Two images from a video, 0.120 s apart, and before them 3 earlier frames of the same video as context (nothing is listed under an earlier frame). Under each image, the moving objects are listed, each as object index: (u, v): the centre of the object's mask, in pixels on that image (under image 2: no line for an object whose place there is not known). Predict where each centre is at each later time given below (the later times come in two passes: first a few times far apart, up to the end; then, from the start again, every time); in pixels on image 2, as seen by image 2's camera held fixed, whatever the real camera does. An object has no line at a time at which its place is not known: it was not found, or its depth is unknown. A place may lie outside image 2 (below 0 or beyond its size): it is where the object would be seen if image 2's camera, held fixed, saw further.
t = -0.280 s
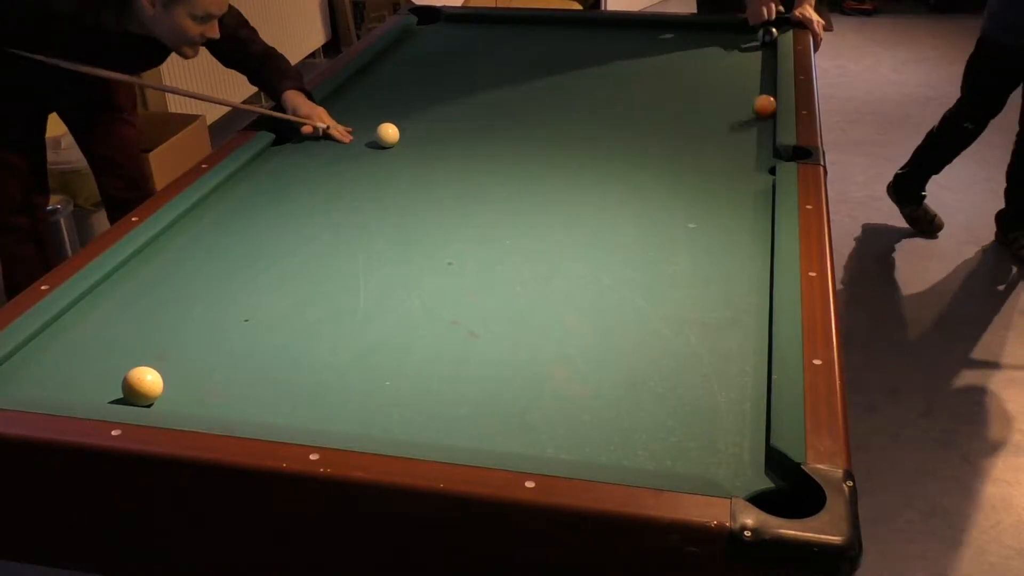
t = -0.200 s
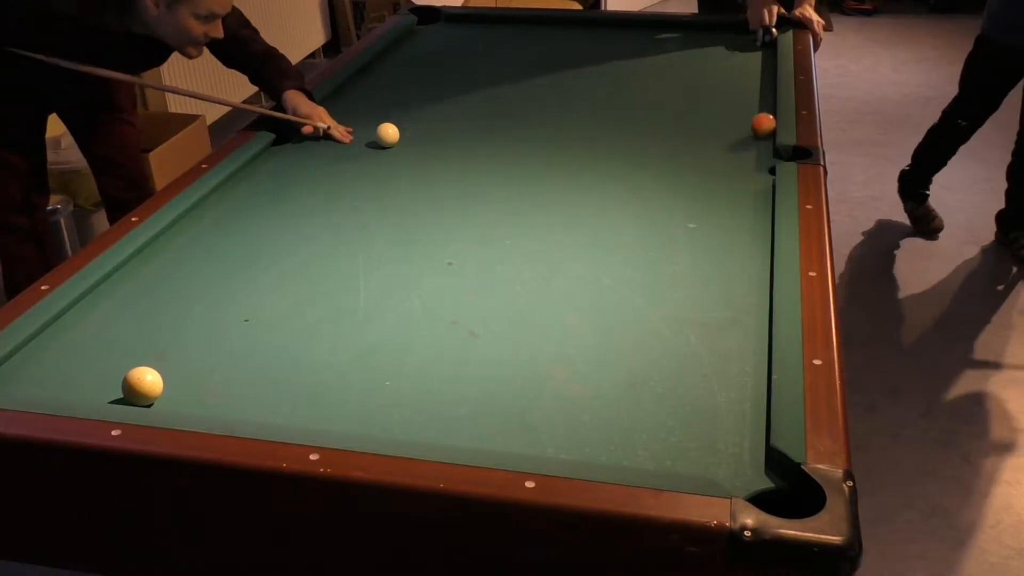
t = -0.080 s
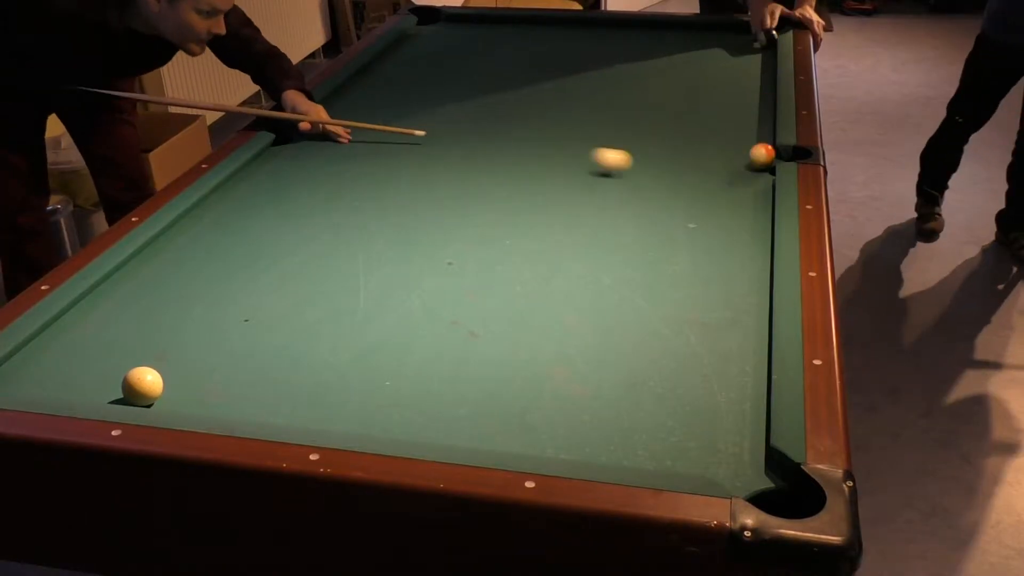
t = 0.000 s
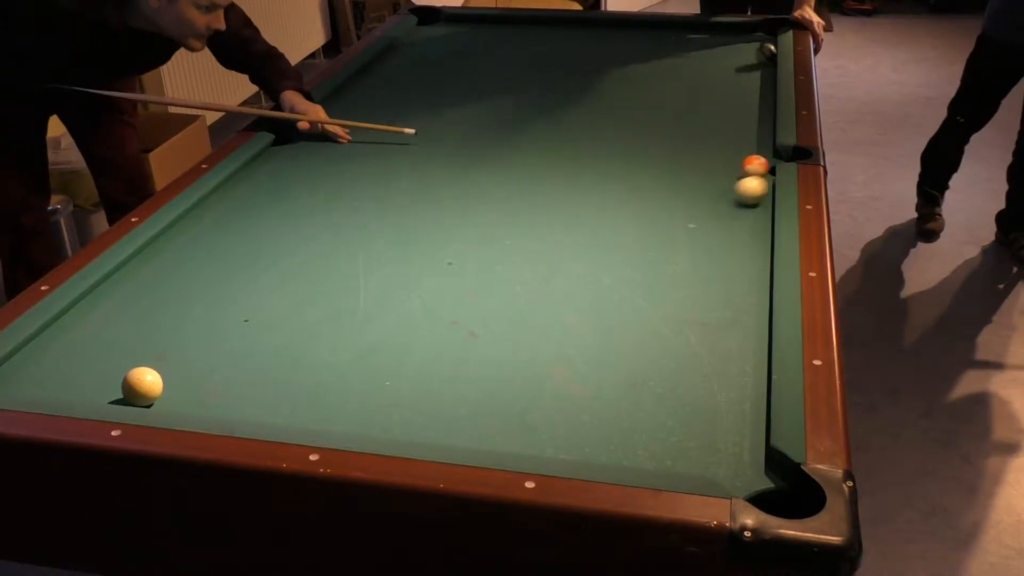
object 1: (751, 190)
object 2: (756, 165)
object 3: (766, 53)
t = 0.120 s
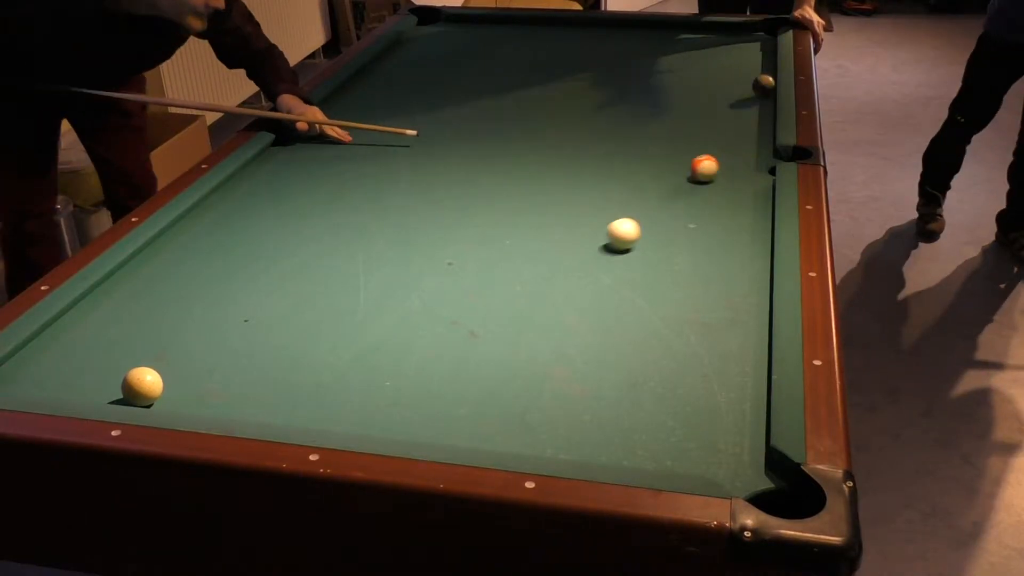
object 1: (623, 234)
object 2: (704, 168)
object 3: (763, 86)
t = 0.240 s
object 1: (508, 276)
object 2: (661, 169)
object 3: (764, 121)
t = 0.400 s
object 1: (321, 345)
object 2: (606, 168)
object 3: (754, 181)
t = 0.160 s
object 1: (590, 246)
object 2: (691, 168)
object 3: (763, 97)
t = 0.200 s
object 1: (545, 262)
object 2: (675, 168)
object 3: (763, 110)
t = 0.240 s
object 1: (508, 276)
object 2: (661, 169)
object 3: (764, 121)
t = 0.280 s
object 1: (460, 293)
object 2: (646, 168)
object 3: (763, 138)
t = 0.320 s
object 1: (419, 309)
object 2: (633, 168)
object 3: (763, 151)
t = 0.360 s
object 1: (366, 328)
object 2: (617, 169)
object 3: (761, 168)
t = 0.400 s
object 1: (321, 345)
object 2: (606, 168)
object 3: (754, 181)
